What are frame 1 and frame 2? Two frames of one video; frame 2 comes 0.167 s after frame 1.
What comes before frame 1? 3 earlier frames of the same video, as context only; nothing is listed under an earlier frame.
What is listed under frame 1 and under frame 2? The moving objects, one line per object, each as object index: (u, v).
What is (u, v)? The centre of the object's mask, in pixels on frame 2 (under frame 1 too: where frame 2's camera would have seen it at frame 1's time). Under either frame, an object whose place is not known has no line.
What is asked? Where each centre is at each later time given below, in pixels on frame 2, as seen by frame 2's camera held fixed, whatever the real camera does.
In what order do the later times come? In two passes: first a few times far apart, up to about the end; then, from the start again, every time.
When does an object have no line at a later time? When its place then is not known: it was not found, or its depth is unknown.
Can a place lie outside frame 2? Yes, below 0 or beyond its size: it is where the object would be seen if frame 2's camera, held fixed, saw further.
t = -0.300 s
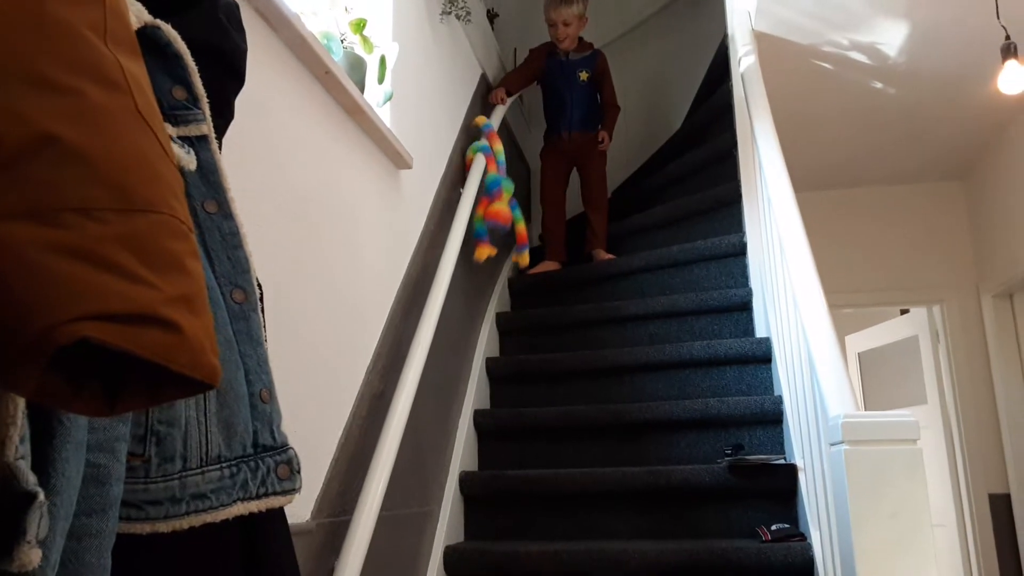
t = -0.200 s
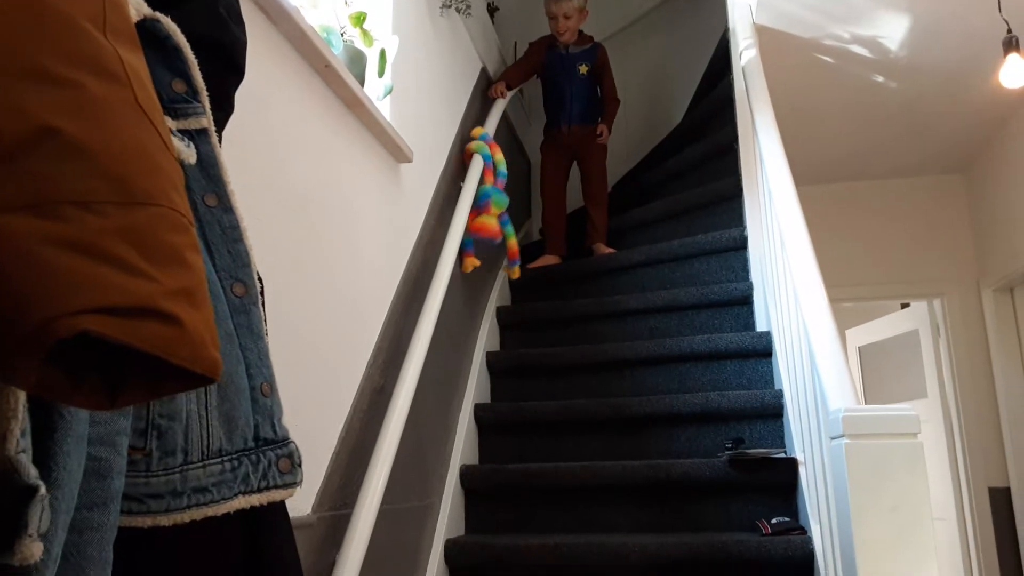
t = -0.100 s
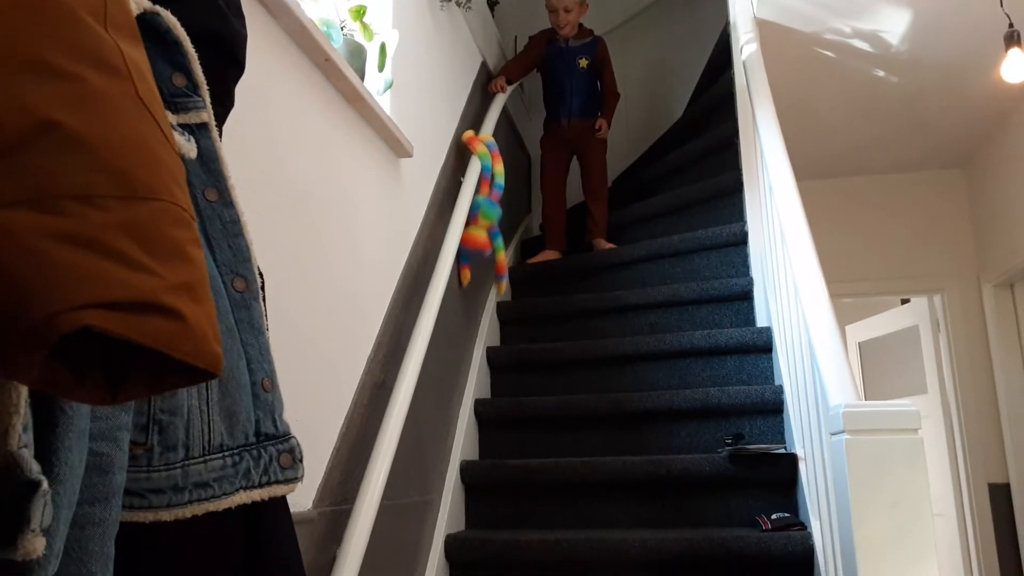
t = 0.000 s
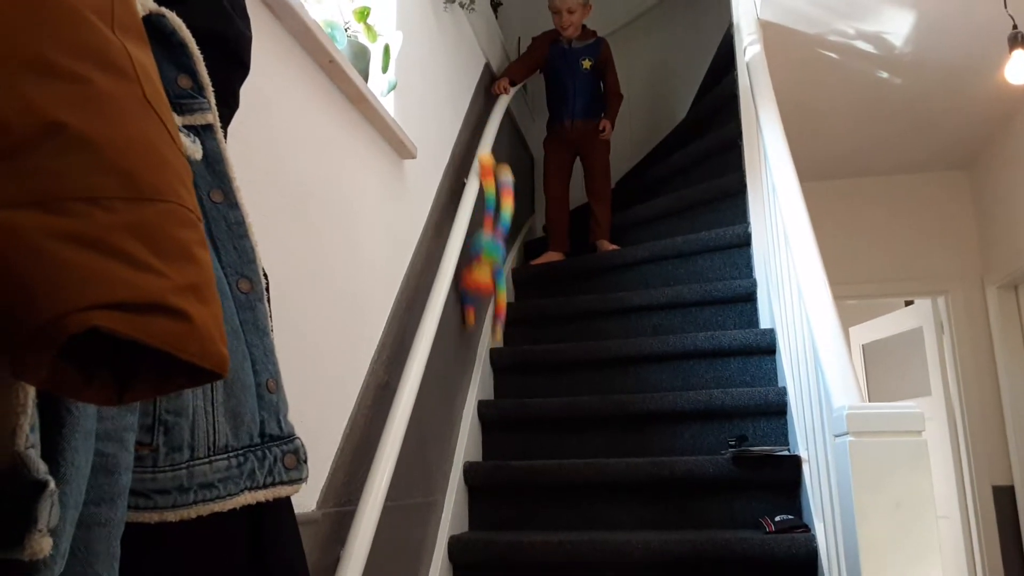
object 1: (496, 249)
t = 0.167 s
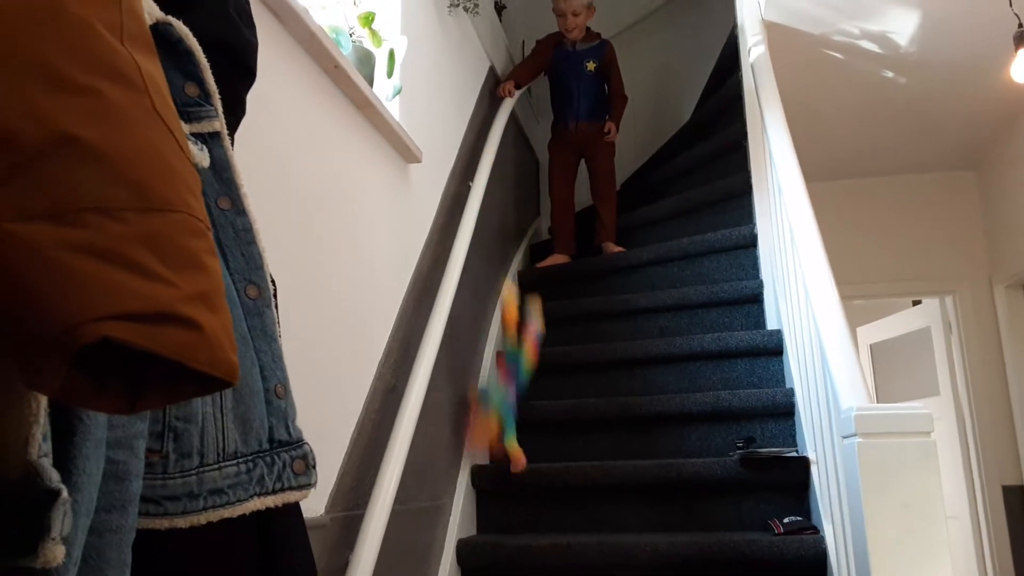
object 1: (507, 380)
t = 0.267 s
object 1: (516, 487)
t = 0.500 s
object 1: (531, 529)
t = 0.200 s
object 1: (508, 421)
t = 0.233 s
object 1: (510, 459)
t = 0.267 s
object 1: (516, 487)
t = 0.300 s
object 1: (520, 506)
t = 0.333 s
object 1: (519, 513)
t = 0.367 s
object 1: (523, 516)
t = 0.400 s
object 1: (524, 514)
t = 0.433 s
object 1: (526, 523)
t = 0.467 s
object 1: (526, 532)
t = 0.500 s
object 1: (531, 529)
